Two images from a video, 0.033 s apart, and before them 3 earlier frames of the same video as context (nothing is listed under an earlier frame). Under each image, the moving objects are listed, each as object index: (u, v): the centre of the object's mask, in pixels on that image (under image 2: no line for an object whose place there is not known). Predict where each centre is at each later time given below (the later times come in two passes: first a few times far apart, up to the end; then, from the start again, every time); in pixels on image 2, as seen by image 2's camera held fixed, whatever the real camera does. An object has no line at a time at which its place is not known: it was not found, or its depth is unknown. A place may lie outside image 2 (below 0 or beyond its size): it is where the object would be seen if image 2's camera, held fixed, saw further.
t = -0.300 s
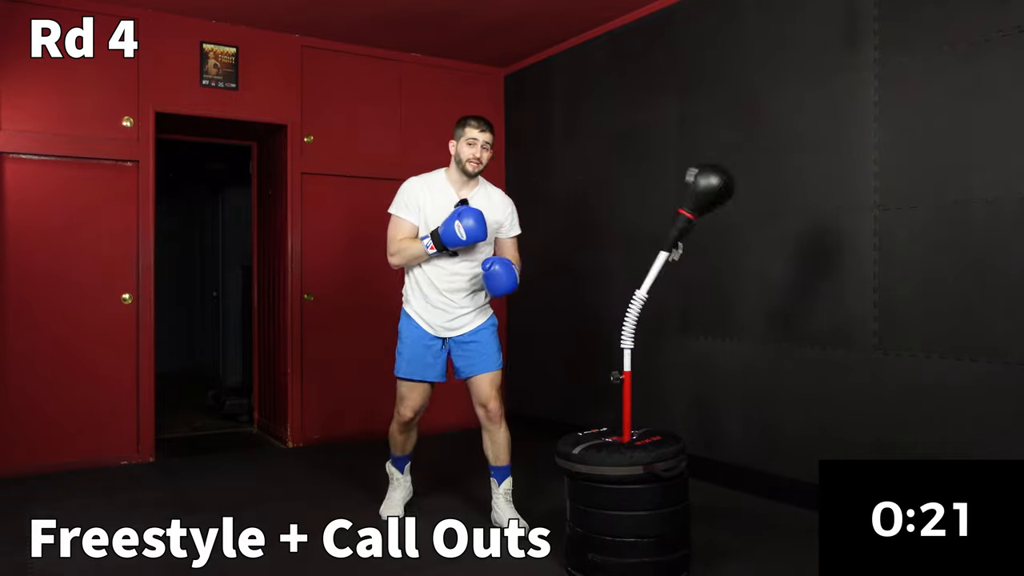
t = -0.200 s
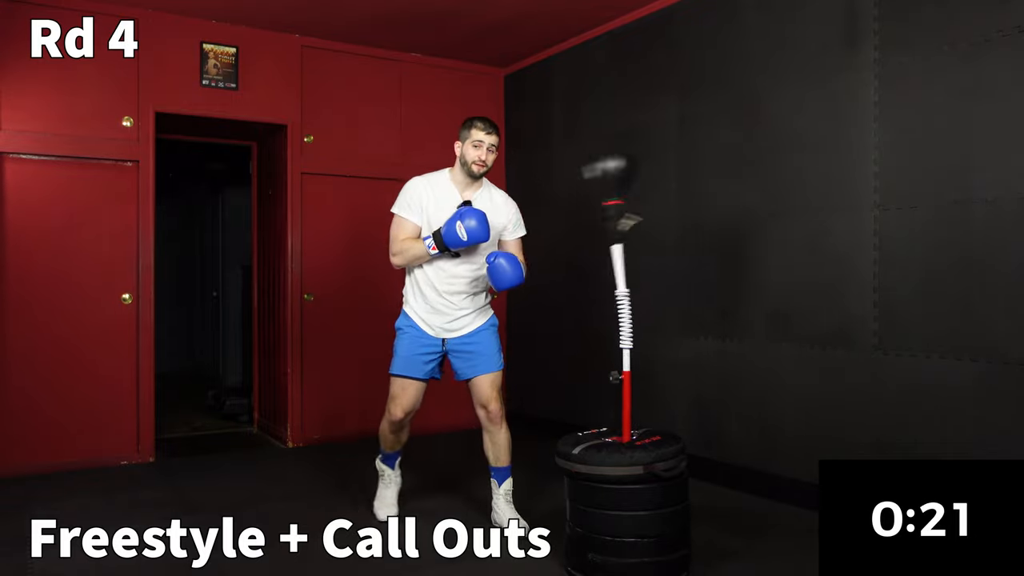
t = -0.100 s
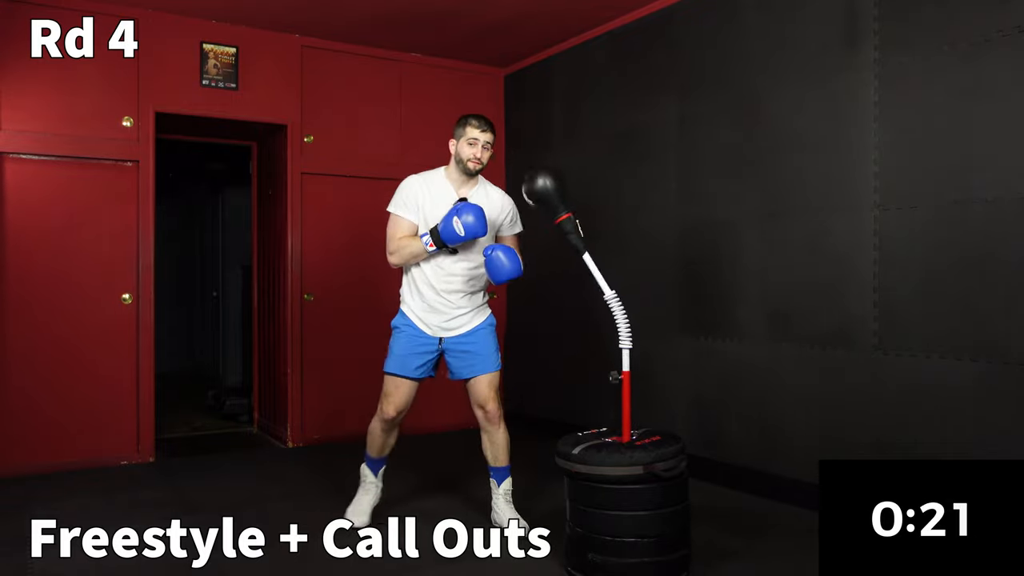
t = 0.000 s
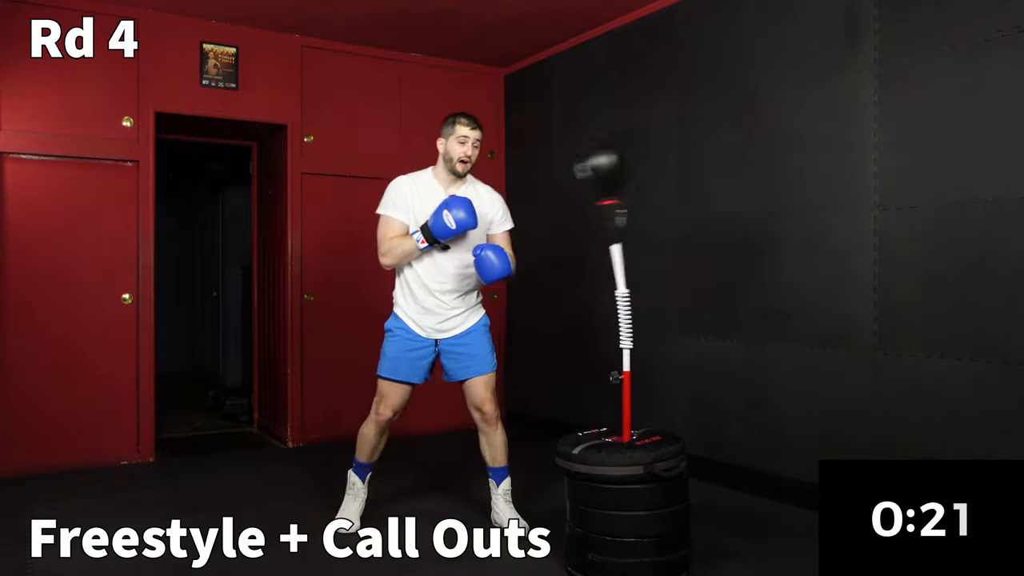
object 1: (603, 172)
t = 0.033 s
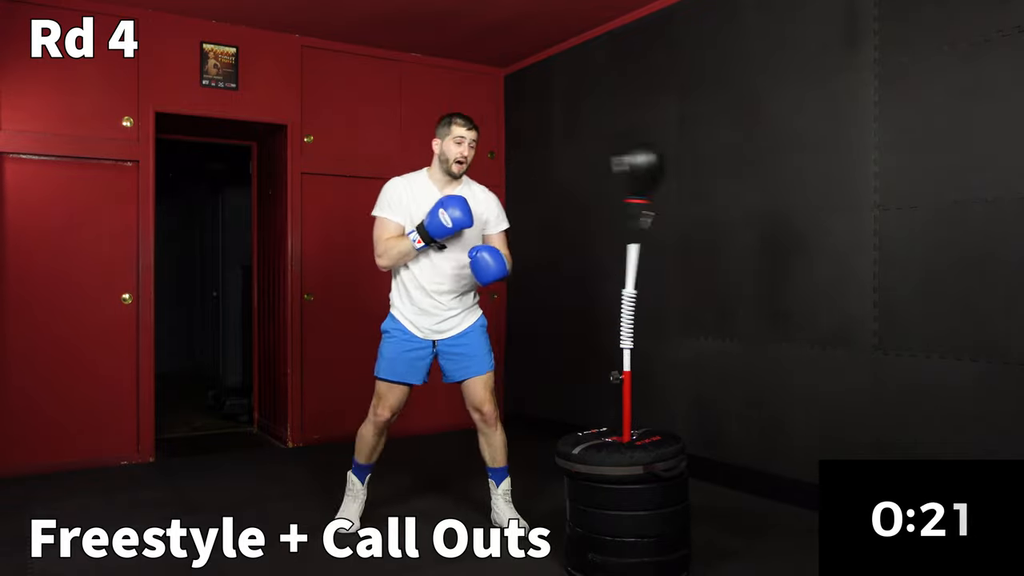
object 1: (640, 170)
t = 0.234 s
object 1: (649, 173)
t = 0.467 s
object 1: (606, 171)
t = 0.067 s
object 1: (674, 173)
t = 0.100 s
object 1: (696, 181)
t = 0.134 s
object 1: (704, 187)
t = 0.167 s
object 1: (699, 185)
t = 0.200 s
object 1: (678, 178)
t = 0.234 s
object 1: (649, 173)
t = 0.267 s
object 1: (614, 173)
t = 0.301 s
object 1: (584, 177)
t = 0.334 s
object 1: (564, 181)
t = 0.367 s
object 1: (556, 184)
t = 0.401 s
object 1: (561, 182)
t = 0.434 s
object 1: (579, 178)
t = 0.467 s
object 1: (606, 171)
